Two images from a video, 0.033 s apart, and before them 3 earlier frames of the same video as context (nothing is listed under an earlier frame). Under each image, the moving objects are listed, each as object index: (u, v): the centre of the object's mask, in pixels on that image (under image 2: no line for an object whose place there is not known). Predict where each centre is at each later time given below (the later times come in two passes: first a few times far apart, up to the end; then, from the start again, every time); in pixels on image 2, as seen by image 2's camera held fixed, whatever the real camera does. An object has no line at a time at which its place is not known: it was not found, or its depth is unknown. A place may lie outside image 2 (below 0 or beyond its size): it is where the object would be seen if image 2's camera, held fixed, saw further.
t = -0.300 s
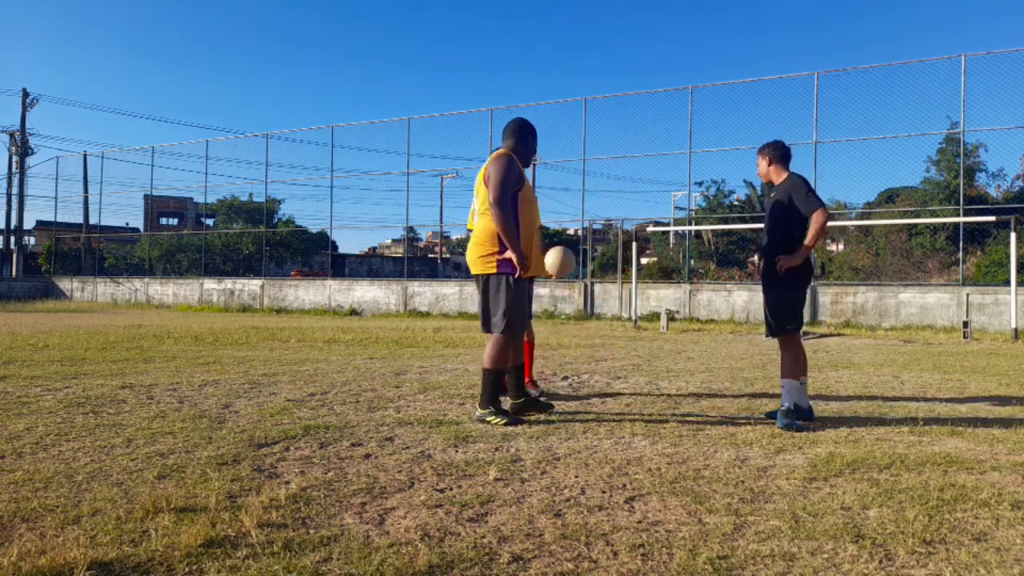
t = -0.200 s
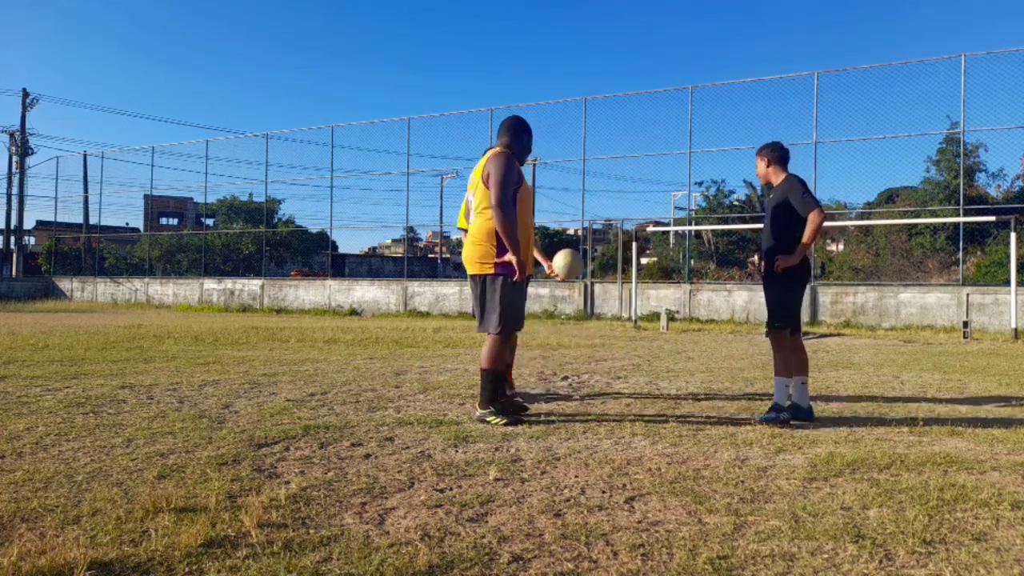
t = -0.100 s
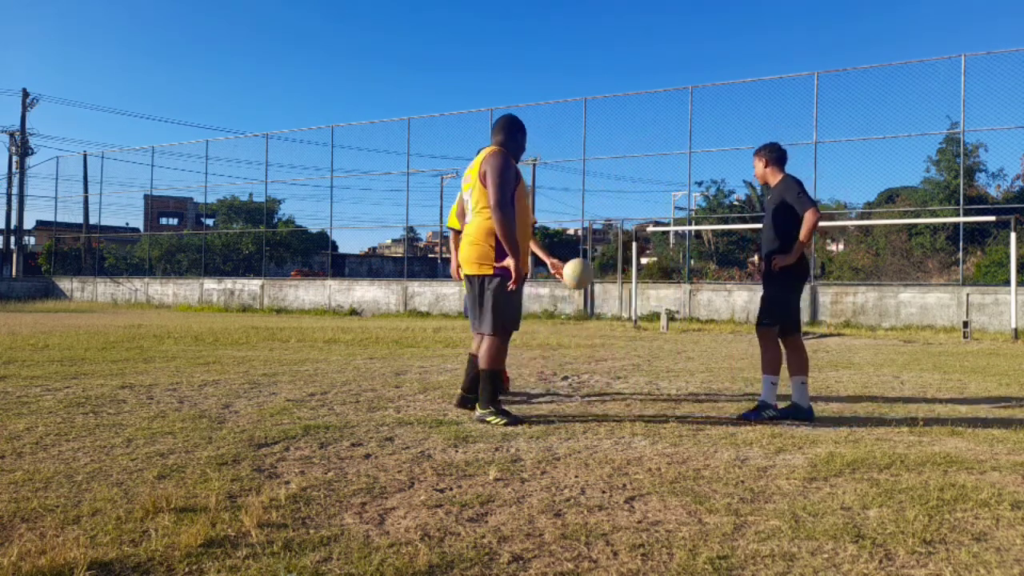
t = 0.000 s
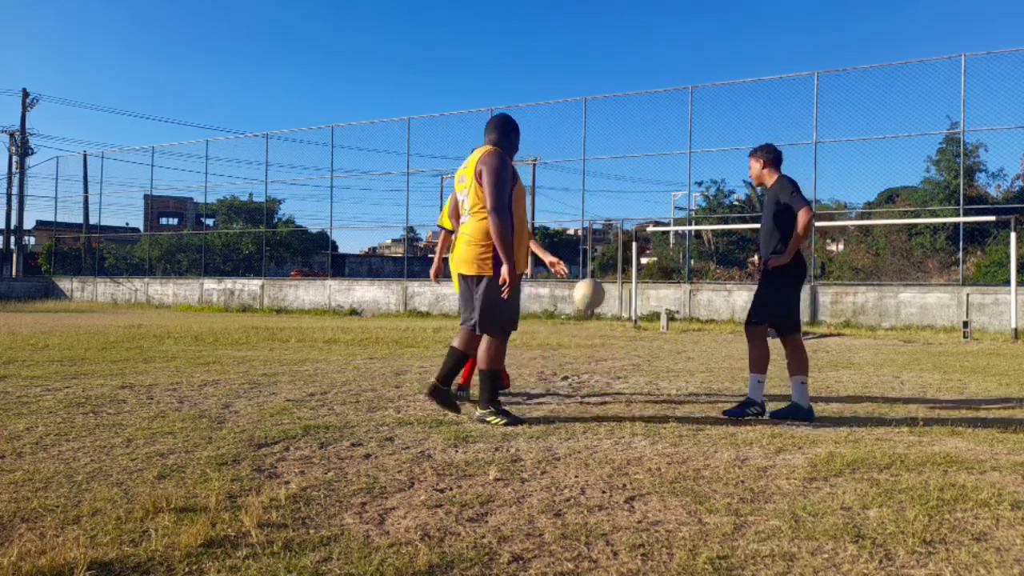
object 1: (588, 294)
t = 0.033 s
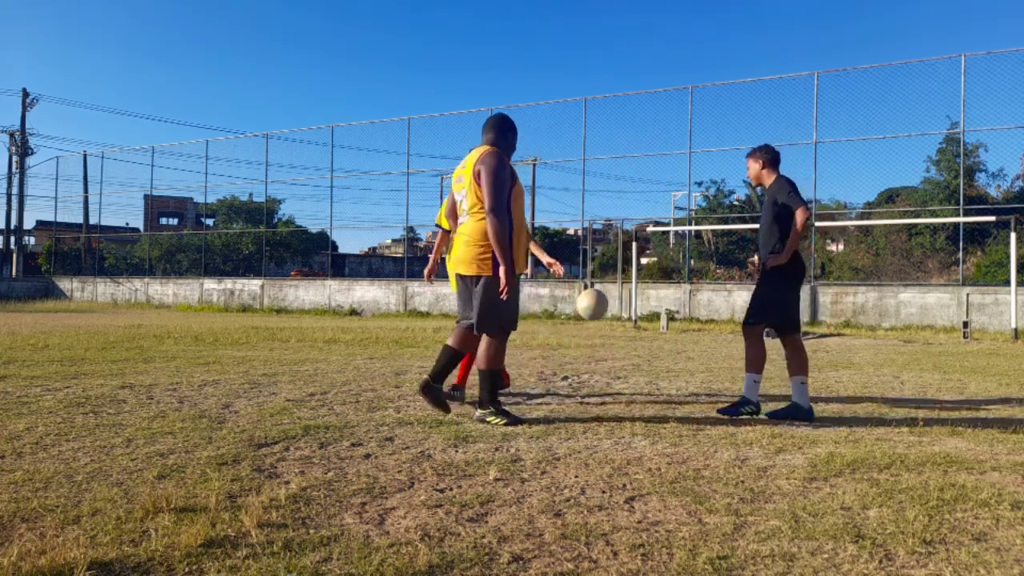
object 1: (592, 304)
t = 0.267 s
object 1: (616, 379)
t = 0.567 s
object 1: (649, 333)
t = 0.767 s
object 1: (668, 375)
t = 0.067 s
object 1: (595, 316)
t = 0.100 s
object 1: (598, 330)
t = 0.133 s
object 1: (602, 344)
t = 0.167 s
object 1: (605, 361)
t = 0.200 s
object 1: (609, 380)
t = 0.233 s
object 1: (612, 391)
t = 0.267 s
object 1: (616, 379)
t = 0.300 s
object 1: (620, 367)
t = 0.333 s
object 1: (623, 357)
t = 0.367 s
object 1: (627, 349)
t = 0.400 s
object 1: (631, 344)
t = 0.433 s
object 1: (635, 337)
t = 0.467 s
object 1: (638, 334)
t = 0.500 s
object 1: (642, 332)
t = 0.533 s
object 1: (645, 332)
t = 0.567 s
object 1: (649, 333)
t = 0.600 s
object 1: (652, 336)
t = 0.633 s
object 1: (655, 340)
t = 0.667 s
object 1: (658, 346)
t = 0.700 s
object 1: (661, 354)
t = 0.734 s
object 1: (665, 364)
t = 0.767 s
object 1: (668, 375)
